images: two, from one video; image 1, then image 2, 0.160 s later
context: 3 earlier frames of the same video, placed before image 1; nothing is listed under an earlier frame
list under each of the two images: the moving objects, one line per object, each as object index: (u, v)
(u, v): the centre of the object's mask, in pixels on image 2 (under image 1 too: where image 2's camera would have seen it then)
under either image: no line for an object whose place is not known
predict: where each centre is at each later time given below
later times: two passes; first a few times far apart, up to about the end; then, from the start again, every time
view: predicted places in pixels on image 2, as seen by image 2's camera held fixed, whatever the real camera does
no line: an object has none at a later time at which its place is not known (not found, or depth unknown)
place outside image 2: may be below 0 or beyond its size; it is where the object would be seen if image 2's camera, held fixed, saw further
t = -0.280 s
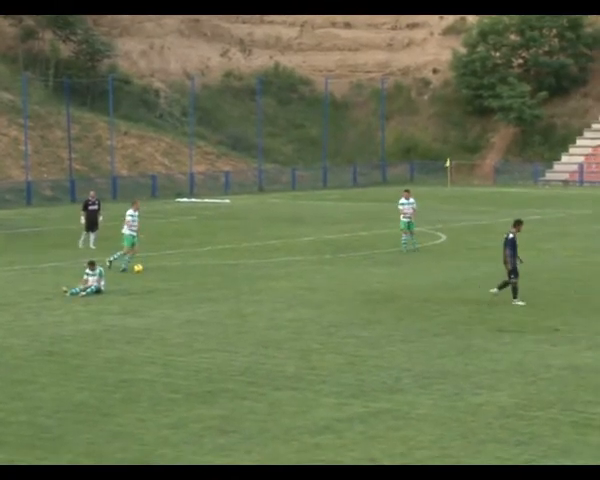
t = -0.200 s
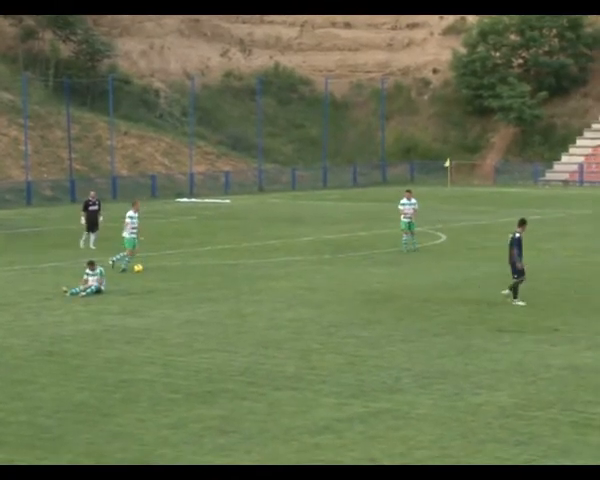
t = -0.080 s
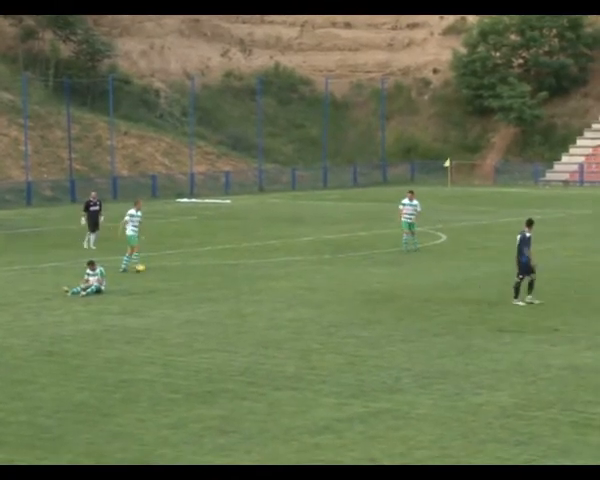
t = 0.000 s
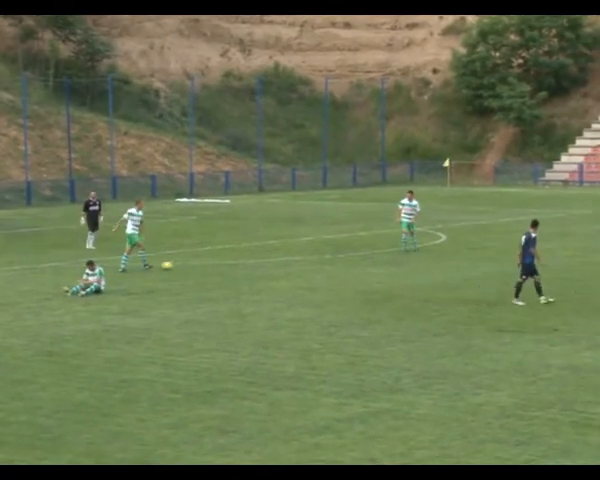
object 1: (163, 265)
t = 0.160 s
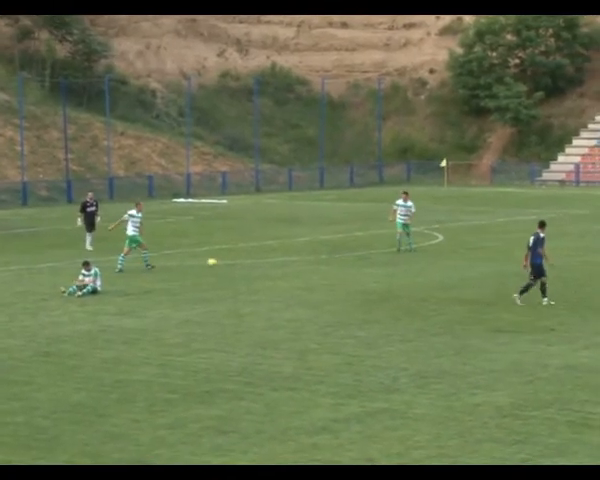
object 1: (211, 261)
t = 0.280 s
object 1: (244, 261)
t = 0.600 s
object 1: (307, 258)
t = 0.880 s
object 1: (351, 255)
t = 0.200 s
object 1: (223, 261)
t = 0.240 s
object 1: (233, 261)
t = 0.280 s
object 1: (244, 261)
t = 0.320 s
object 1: (253, 260)
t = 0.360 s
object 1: (262, 259)
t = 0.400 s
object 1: (270, 259)
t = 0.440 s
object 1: (279, 259)
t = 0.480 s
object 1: (286, 259)
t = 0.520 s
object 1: (293, 258)
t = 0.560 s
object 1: (300, 258)
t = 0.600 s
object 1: (307, 258)
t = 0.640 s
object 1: (314, 257)
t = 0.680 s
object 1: (320, 257)
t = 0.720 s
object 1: (327, 257)
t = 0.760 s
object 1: (333, 256)
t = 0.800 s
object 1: (339, 255)
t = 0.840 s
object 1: (346, 255)
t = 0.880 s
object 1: (351, 255)
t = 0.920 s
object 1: (357, 255)
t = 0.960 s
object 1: (363, 254)
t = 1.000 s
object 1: (369, 254)
